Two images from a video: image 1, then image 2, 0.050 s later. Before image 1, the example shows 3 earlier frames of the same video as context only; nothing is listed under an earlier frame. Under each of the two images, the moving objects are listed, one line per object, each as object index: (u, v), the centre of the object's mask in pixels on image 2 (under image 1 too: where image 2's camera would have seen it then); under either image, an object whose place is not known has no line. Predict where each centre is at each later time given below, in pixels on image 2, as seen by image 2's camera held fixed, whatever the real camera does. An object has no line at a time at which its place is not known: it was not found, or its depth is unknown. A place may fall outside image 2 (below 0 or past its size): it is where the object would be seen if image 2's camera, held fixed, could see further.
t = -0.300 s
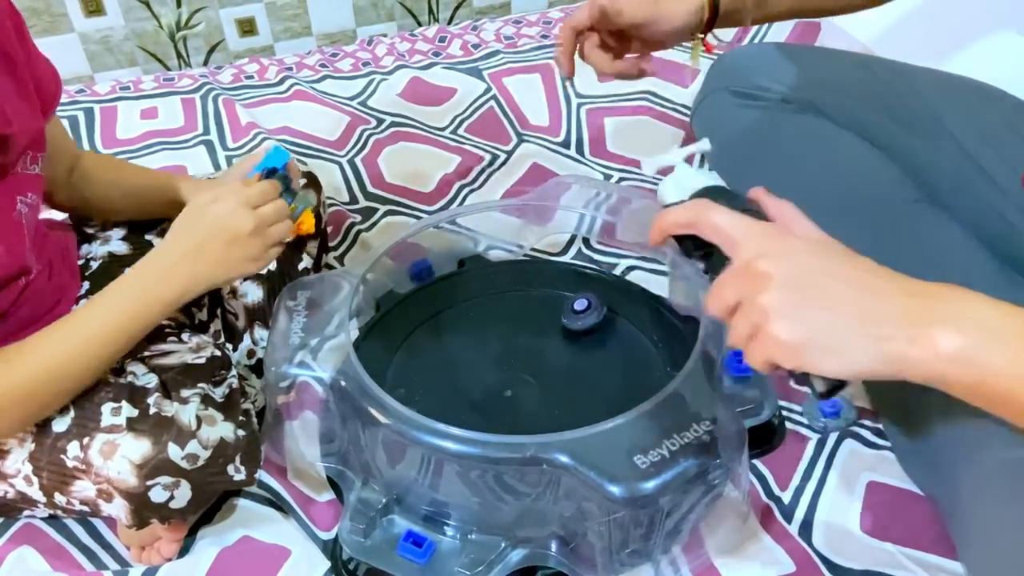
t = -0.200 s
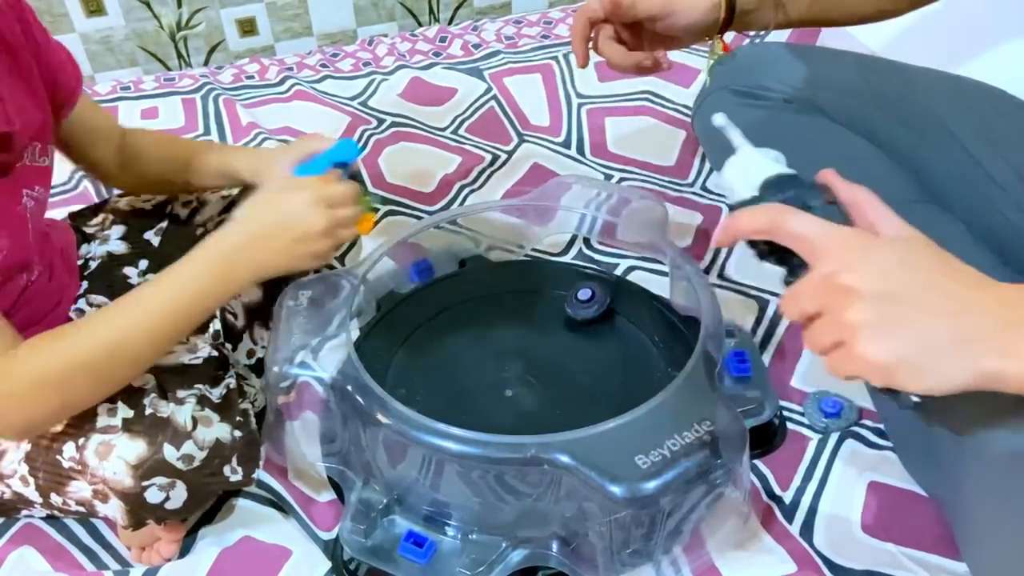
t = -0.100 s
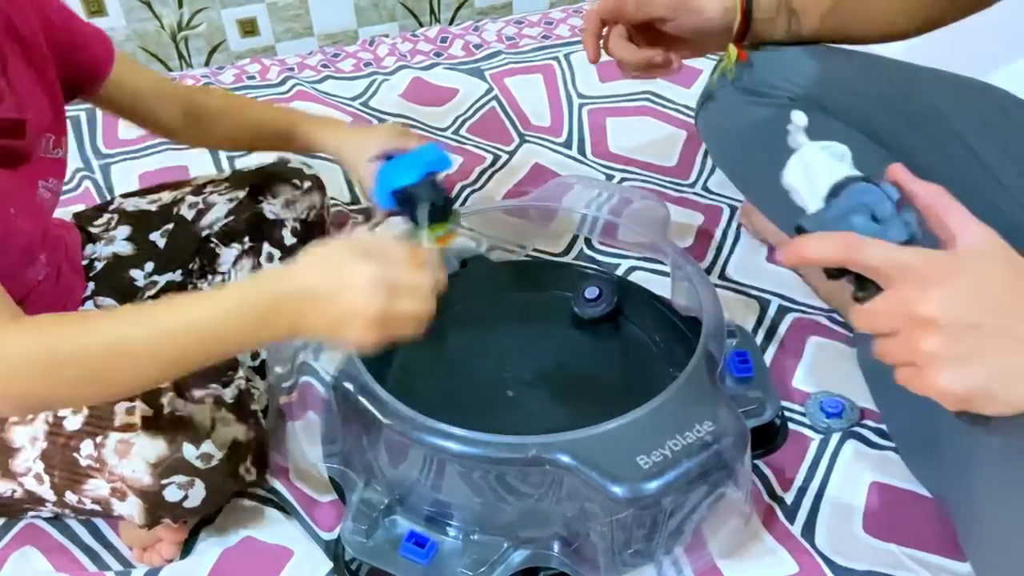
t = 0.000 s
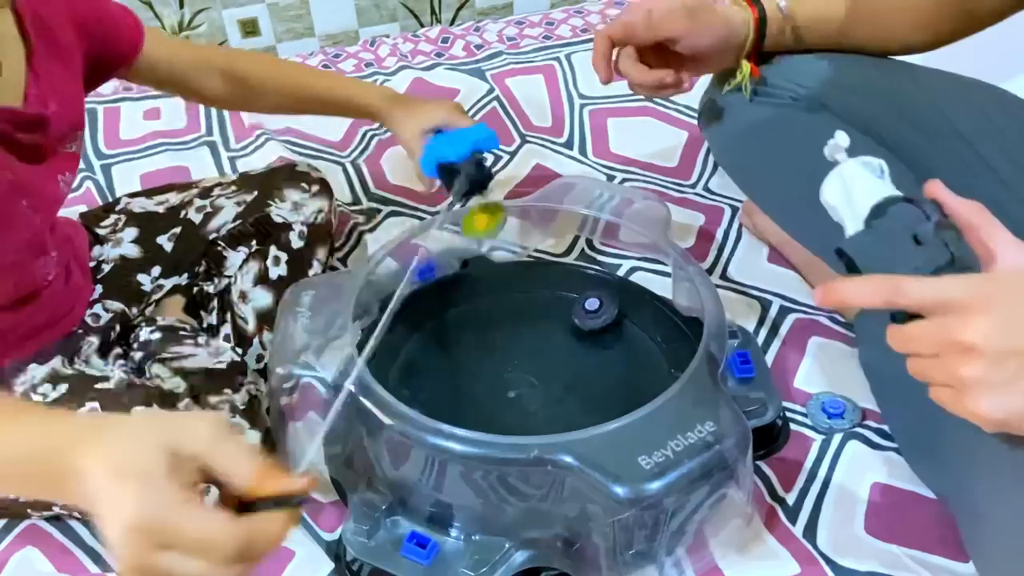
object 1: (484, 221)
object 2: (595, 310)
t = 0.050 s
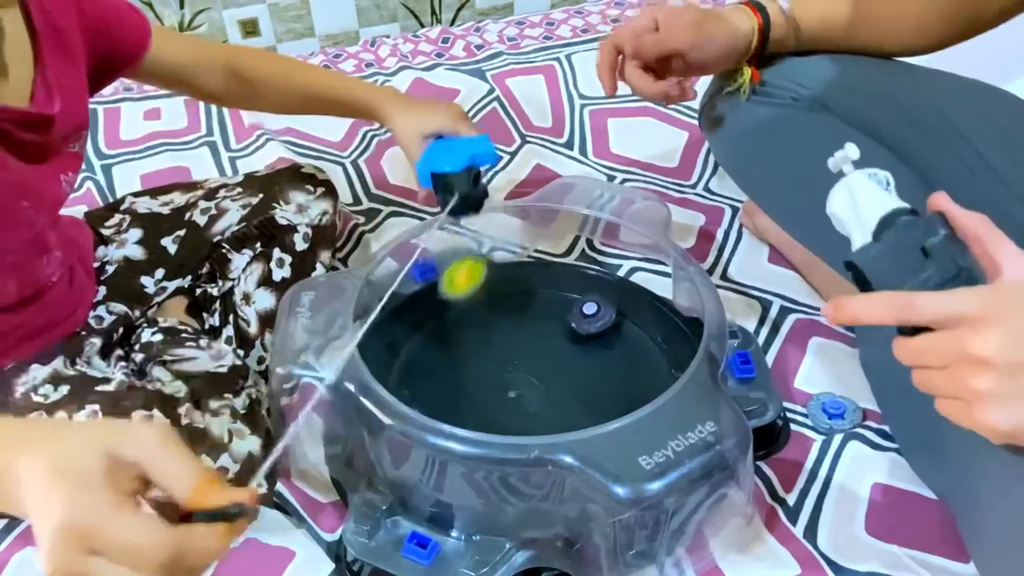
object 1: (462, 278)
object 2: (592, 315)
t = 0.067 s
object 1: (457, 300)
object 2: (591, 316)
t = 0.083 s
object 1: (451, 326)
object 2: (589, 317)
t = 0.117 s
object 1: (446, 349)
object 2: (586, 317)
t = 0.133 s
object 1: (443, 357)
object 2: (585, 318)
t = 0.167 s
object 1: (439, 377)
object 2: (582, 318)
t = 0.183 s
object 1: (439, 386)
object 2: (580, 317)
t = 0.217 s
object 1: (441, 403)
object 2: (577, 316)
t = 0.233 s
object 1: (445, 408)
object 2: (575, 316)
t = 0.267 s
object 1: (447, 431)
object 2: (572, 314)
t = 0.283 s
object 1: (450, 440)
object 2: (571, 313)
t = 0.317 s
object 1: (459, 457)
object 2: (567, 314)
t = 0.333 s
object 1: (466, 461)
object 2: (566, 312)
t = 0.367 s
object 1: (481, 473)
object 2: (560, 308)
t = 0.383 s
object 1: (490, 481)
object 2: (558, 307)
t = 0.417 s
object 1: (512, 484)
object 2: (554, 306)
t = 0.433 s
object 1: (521, 486)
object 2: (552, 305)
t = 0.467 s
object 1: (540, 487)
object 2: (549, 304)
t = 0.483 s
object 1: (548, 487)
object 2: (547, 303)
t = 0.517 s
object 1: (561, 485)
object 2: (541, 302)
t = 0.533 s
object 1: (565, 484)
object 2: (540, 301)
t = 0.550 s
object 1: (569, 482)
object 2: (537, 301)
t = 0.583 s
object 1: (577, 479)
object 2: (533, 300)
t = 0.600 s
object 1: (580, 477)
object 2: (531, 300)
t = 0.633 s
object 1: (585, 474)
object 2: (527, 299)
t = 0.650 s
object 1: (587, 472)
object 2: (526, 299)
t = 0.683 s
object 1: (590, 468)
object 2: (522, 298)
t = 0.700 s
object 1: (592, 466)
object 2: (521, 298)
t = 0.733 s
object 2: (517, 298)
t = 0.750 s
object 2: (516, 298)
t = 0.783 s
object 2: (512, 299)
